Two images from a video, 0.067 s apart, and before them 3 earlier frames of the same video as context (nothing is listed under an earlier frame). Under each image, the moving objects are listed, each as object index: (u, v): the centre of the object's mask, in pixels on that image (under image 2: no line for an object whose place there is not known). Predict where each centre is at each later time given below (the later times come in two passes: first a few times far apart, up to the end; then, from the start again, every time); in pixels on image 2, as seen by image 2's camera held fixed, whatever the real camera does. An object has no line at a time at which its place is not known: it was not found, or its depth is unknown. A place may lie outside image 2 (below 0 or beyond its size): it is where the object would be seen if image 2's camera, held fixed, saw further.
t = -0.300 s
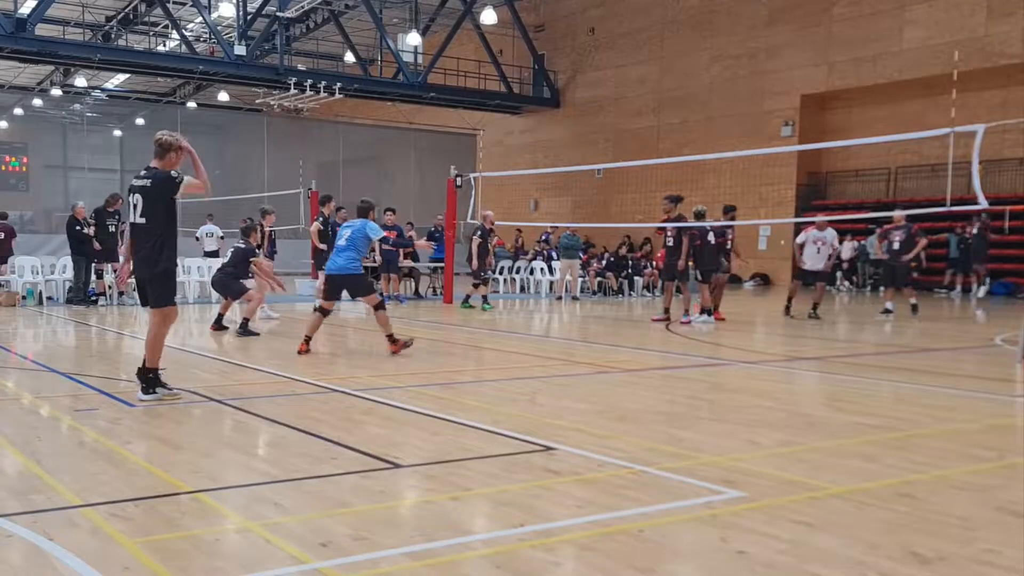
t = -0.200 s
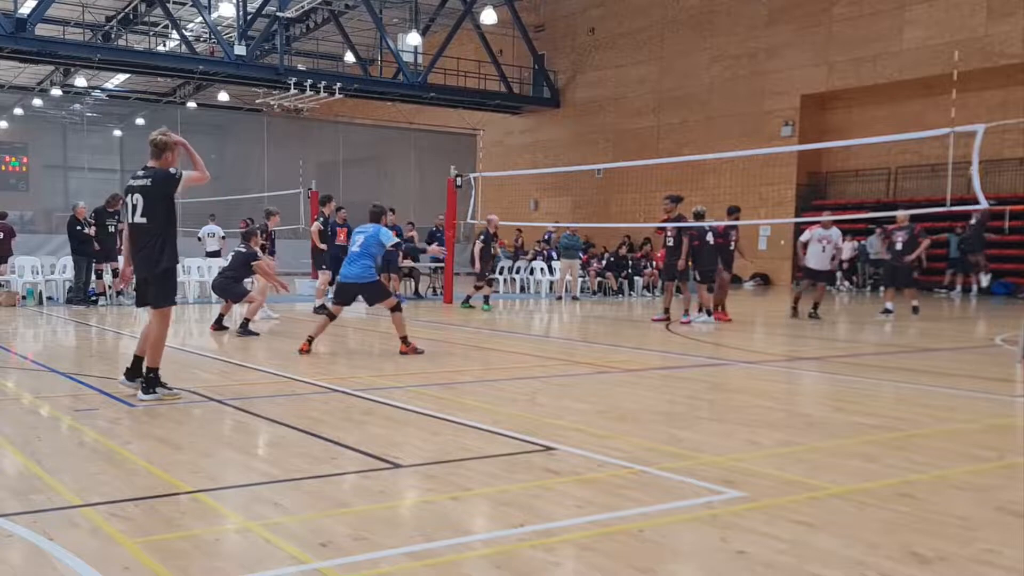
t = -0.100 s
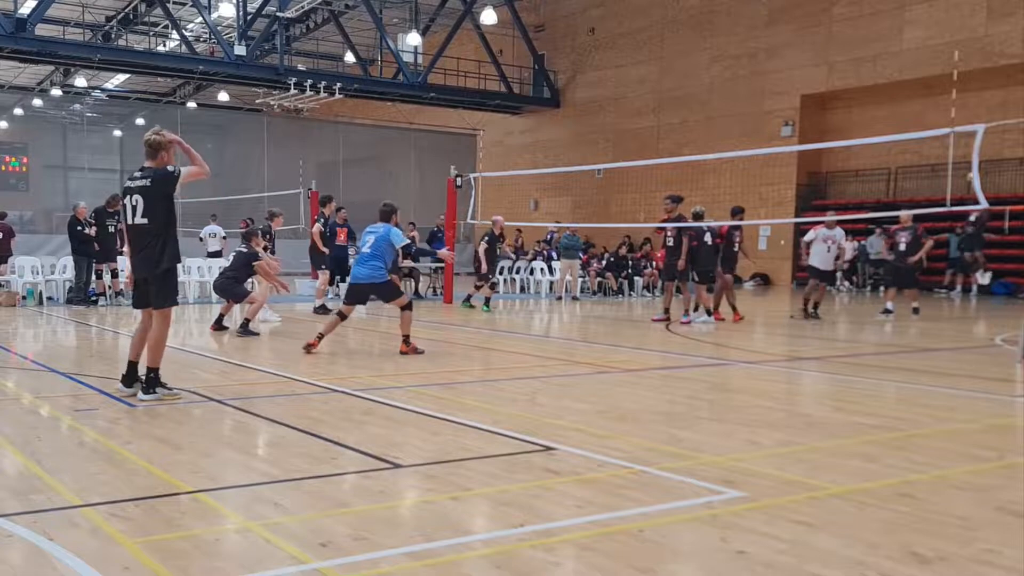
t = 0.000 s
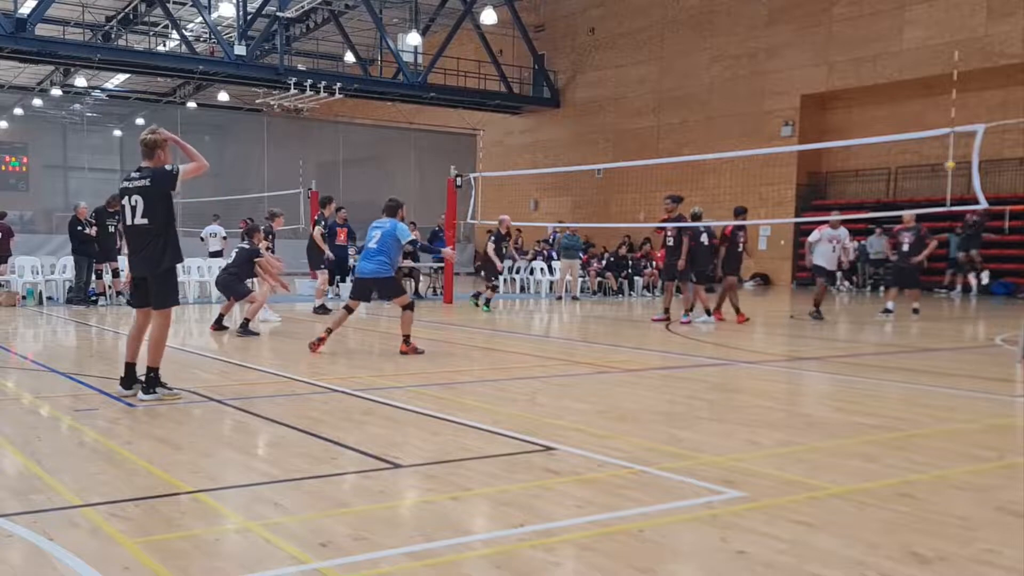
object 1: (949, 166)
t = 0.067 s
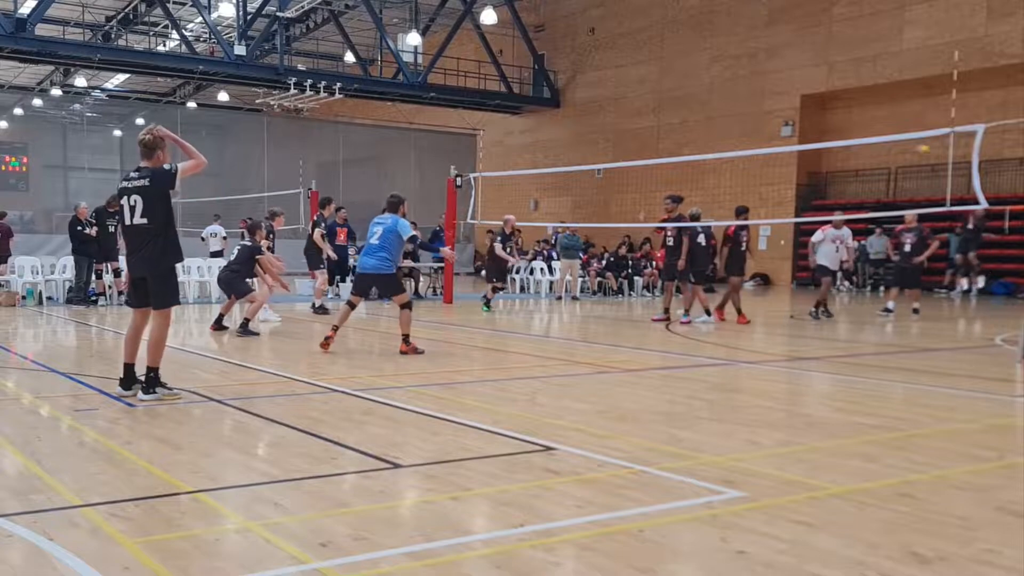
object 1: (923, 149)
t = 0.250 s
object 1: (846, 117)
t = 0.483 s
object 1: (738, 94)
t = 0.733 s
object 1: (600, 103)
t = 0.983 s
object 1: (436, 151)
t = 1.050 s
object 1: (388, 170)
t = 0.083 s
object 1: (916, 145)
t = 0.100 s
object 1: (910, 141)
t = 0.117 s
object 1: (905, 138)
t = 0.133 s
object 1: (894, 132)
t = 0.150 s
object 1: (888, 132)
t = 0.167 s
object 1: (880, 130)
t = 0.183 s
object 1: (874, 126)
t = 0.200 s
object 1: (867, 124)
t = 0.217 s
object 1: (860, 122)
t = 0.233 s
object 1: (853, 119)
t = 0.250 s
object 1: (846, 117)
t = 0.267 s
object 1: (839, 114)
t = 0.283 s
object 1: (831, 112)
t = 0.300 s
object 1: (824, 110)
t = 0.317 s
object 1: (817, 108)
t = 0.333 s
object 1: (809, 106)
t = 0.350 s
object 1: (802, 104)
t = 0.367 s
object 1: (794, 102)
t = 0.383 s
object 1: (787, 100)
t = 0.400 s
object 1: (778, 98)
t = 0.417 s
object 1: (770, 98)
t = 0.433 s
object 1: (762, 96)
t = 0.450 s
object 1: (755, 95)
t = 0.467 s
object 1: (747, 94)
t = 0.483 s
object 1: (738, 94)
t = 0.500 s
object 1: (730, 94)
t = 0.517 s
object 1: (722, 94)
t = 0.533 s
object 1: (714, 94)
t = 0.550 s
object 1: (705, 93)
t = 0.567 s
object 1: (696, 94)
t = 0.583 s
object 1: (687, 93)
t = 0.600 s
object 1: (677, 94)
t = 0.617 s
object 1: (669, 94)
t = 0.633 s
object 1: (659, 95)
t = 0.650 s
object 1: (649, 95)
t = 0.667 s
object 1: (640, 96)
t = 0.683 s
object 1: (630, 97)
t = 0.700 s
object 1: (621, 99)
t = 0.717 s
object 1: (610, 100)
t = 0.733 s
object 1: (600, 103)
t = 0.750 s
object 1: (590, 105)
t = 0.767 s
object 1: (580, 107)
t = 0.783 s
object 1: (570, 109)
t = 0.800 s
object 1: (559, 111)
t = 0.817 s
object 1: (549, 114)
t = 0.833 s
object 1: (538, 117)
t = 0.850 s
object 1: (528, 120)
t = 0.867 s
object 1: (517, 124)
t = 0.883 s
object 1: (504, 127)
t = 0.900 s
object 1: (494, 129)
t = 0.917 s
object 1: (482, 133)
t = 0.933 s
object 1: (471, 138)
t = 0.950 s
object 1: (460, 143)
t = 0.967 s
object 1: (449, 146)
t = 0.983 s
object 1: (436, 151)
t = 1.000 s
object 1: (425, 156)
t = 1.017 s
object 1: (412, 160)
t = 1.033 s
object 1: (400, 165)
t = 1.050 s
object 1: (388, 170)
